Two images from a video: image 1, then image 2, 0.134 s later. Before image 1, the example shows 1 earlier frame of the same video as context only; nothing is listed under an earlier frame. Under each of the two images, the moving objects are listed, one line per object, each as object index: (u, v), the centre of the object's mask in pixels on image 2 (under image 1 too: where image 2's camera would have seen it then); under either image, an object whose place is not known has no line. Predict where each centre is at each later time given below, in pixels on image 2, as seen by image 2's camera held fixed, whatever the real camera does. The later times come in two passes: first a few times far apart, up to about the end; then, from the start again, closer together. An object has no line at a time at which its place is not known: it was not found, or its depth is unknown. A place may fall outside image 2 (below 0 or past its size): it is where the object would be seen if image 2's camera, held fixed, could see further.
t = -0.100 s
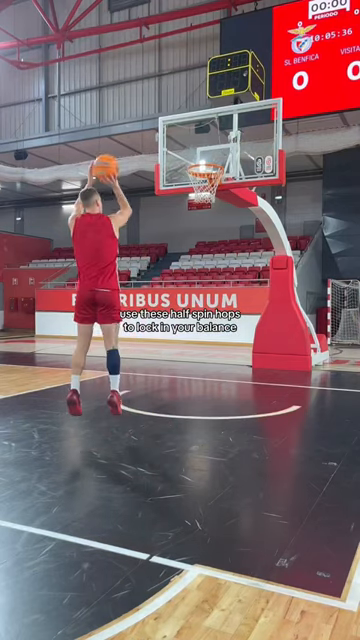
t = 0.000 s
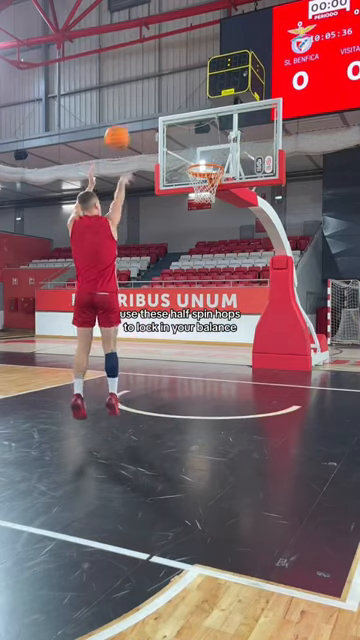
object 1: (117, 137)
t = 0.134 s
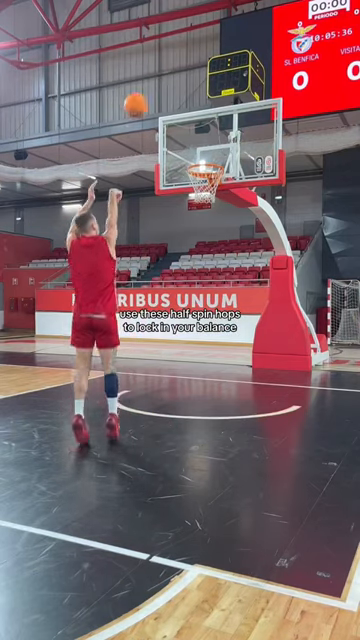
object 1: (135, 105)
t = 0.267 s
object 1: (152, 92)
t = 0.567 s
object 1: (183, 117)
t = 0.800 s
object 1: (202, 180)
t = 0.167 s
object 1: (140, 100)
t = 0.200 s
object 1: (144, 96)
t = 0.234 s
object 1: (148, 94)
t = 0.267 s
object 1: (152, 92)
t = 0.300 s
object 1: (156, 91)
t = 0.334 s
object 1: (159, 91)
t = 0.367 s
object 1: (163, 93)
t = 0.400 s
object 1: (166, 95)
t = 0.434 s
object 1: (170, 98)
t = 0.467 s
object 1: (173, 101)
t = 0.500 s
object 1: (176, 106)
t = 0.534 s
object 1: (179, 111)
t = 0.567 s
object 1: (183, 117)
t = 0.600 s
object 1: (186, 125)
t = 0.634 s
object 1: (188, 133)
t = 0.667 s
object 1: (191, 140)
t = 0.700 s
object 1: (194, 149)
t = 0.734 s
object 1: (196, 158)
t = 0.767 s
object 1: (199, 167)
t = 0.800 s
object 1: (202, 180)
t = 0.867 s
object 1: (203, 194)
